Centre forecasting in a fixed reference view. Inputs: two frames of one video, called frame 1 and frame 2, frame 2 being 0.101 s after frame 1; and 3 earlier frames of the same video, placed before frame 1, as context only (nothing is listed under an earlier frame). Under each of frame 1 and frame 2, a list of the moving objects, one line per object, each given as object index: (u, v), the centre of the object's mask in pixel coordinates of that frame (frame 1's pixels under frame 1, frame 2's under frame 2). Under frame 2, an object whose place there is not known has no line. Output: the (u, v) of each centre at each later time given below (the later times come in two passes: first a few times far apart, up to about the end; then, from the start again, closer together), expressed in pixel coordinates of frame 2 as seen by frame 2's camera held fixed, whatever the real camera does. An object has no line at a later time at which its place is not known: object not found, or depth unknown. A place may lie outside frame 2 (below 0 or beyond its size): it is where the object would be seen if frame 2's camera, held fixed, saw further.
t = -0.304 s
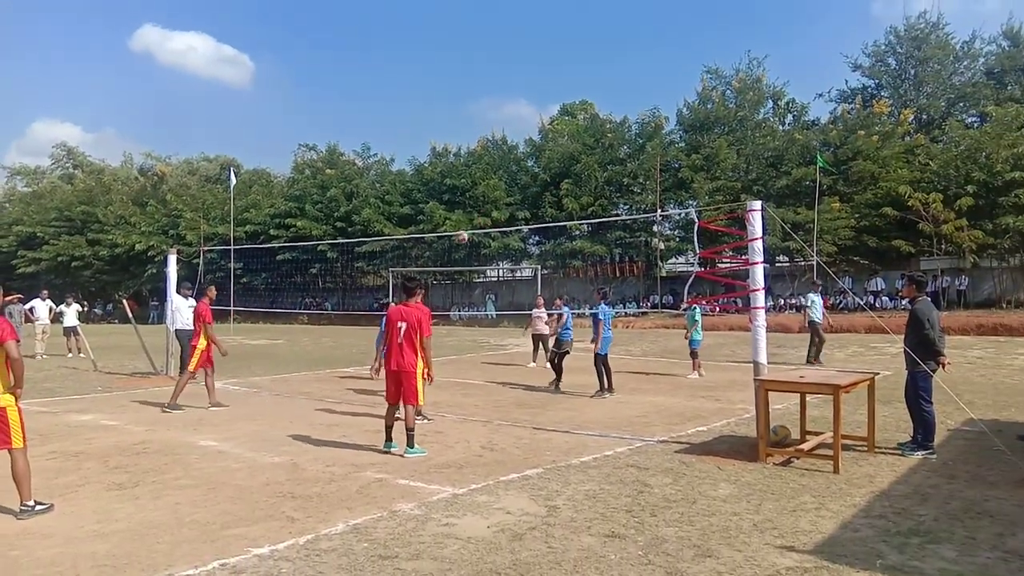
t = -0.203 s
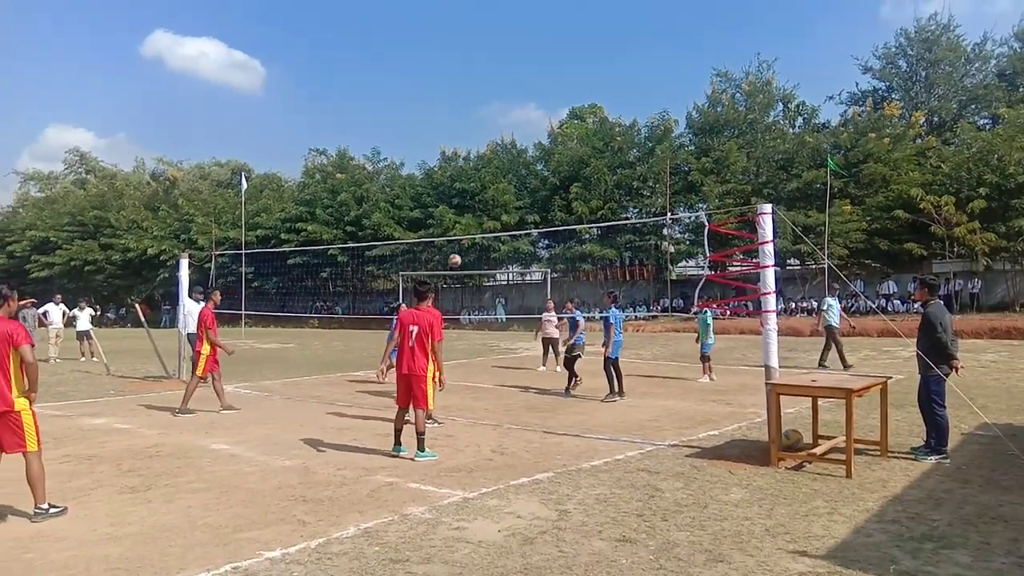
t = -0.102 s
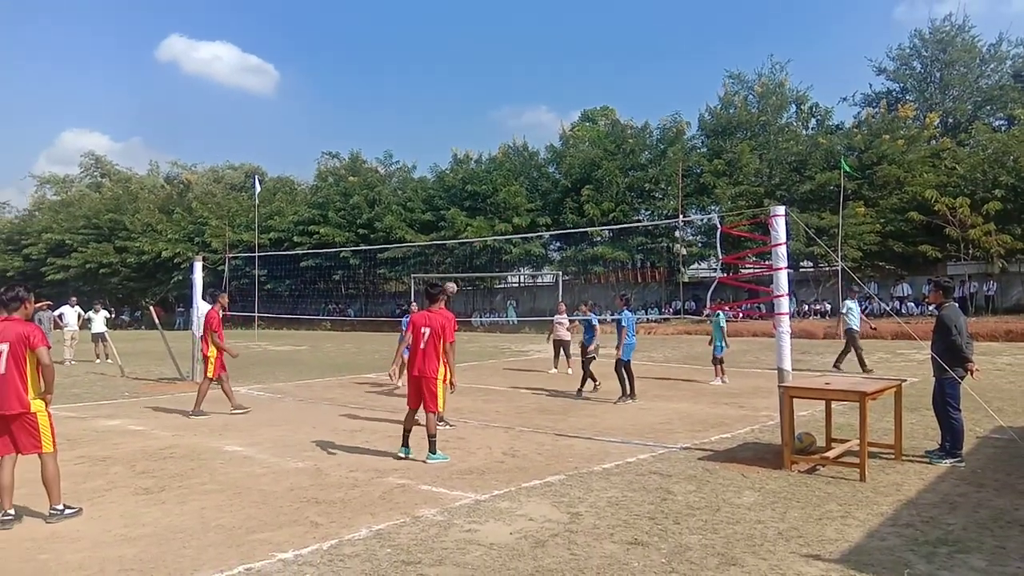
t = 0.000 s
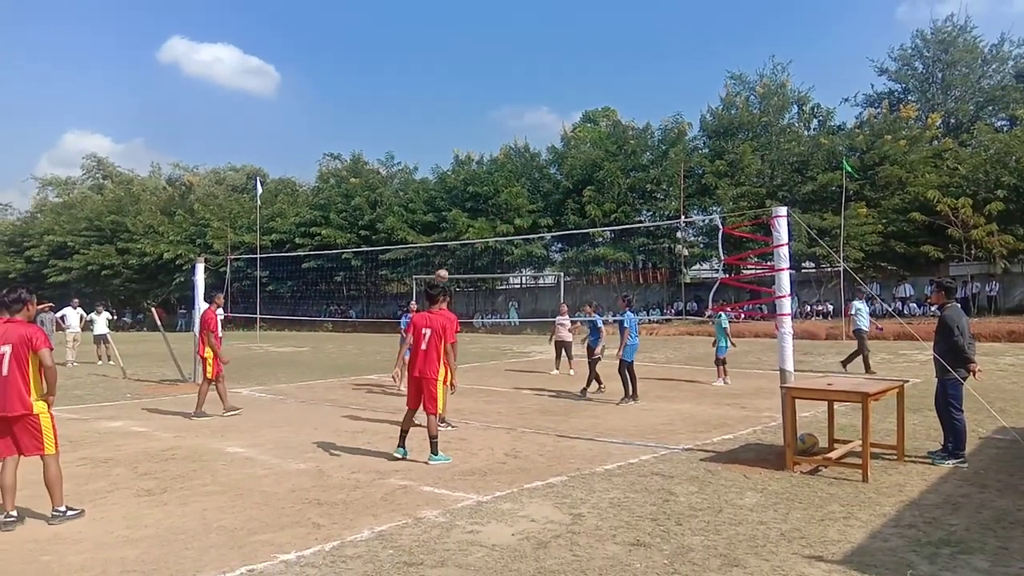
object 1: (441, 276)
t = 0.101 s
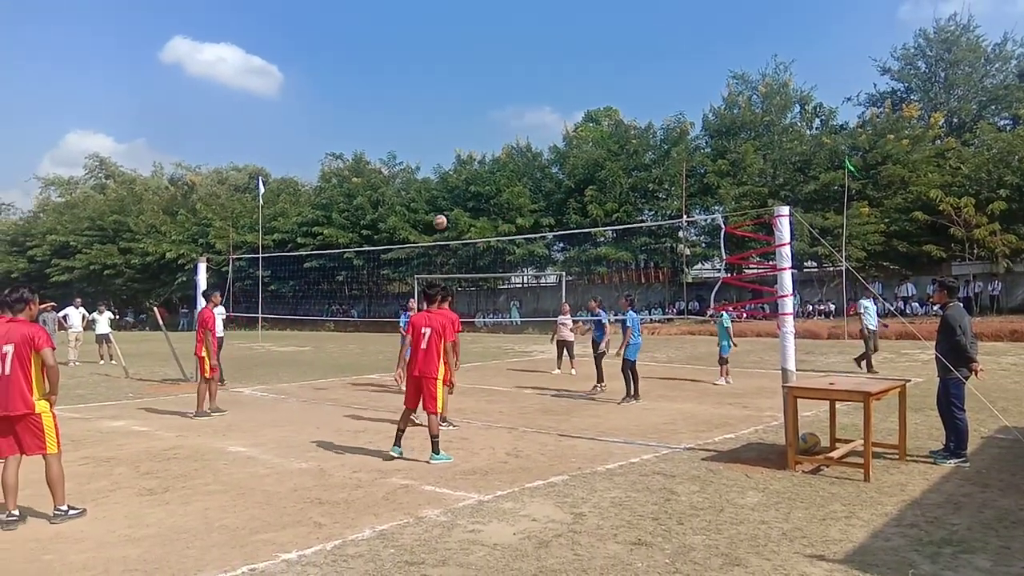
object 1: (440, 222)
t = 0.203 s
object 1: (436, 172)
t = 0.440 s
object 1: (424, 64)
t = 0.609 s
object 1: (413, 1)
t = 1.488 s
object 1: (328, 59)
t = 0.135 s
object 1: (439, 205)
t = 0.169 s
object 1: (438, 187)
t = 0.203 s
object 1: (436, 172)
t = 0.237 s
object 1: (434, 156)
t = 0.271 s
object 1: (433, 139)
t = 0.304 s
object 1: (431, 124)
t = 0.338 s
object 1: (430, 108)
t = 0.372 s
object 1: (428, 92)
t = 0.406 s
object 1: (426, 77)
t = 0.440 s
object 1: (424, 64)
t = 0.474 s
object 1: (422, 49)
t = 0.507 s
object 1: (420, 36)
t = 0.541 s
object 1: (419, 24)
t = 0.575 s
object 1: (416, 12)
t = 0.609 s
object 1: (413, 1)
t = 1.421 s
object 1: (338, 16)
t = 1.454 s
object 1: (334, 37)
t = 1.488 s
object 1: (328, 59)
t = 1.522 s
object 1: (321, 84)
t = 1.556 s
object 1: (316, 113)
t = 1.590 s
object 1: (310, 144)
